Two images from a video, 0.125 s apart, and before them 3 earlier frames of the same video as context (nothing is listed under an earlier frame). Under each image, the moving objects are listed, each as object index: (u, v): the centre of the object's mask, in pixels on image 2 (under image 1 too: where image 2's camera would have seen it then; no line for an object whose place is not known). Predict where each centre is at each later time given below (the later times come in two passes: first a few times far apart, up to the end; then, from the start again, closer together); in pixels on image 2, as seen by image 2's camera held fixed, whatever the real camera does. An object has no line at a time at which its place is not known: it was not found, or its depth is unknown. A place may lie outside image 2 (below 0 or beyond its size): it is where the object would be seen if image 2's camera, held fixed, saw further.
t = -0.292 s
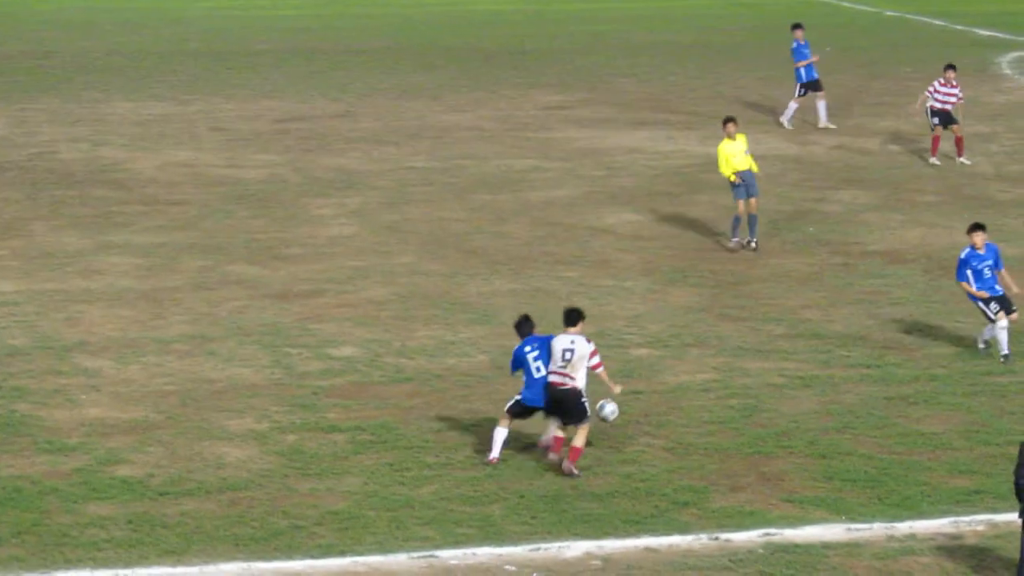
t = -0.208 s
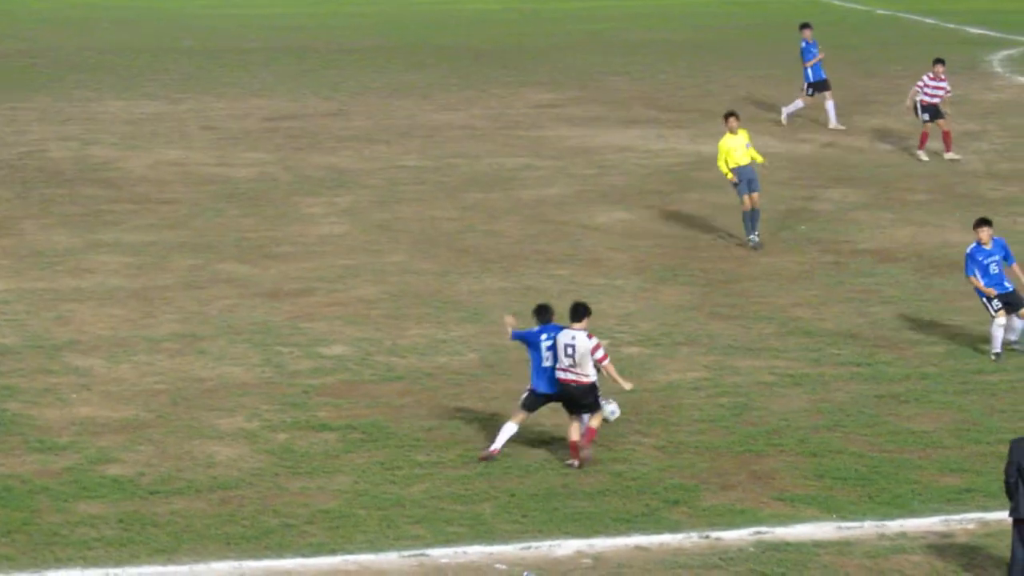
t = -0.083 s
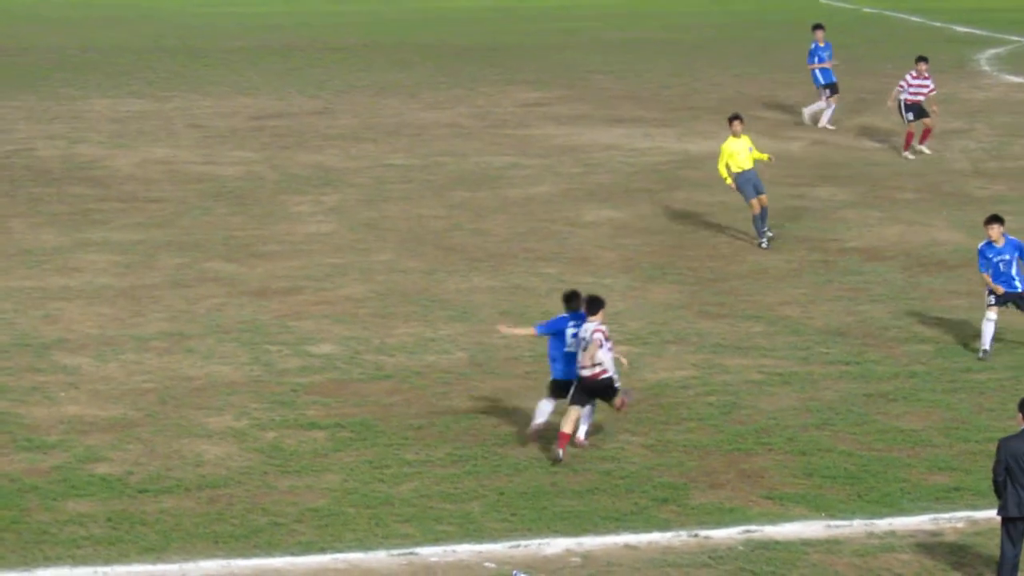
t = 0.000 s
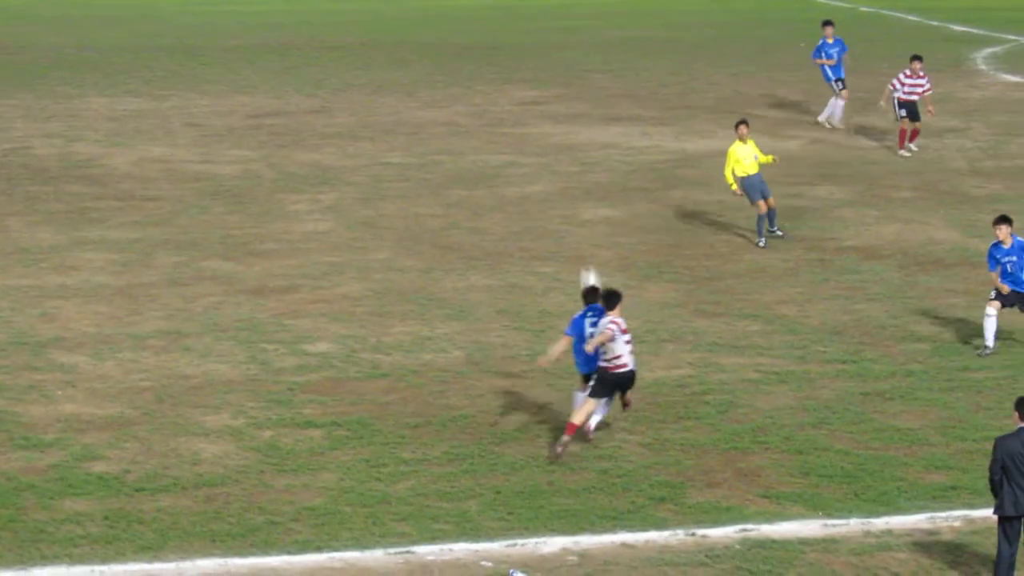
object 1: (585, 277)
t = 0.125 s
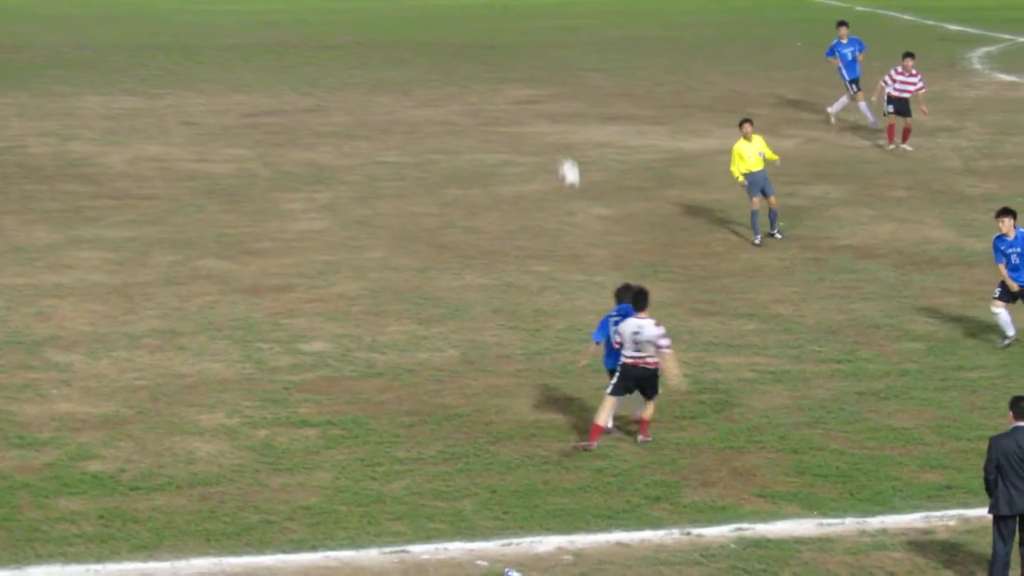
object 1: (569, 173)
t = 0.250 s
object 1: (551, 83)
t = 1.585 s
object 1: (348, 25)
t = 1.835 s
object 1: (319, 150)
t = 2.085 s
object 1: (295, 89)
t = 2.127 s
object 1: (290, 73)
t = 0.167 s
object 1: (563, 140)
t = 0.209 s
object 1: (557, 110)
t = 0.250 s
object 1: (551, 83)
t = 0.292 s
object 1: (546, 57)
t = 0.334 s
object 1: (538, 33)
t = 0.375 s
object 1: (533, 11)
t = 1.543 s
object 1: (354, 8)
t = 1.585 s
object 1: (348, 25)
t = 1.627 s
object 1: (343, 43)
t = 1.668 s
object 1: (338, 63)
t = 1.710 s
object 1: (333, 83)
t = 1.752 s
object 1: (328, 104)
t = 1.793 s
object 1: (324, 126)
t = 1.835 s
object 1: (319, 150)
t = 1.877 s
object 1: (315, 174)
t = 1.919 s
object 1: (310, 169)
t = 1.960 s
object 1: (307, 147)
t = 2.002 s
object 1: (303, 126)
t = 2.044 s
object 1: (299, 107)
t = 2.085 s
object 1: (295, 89)
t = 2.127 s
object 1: (290, 73)
